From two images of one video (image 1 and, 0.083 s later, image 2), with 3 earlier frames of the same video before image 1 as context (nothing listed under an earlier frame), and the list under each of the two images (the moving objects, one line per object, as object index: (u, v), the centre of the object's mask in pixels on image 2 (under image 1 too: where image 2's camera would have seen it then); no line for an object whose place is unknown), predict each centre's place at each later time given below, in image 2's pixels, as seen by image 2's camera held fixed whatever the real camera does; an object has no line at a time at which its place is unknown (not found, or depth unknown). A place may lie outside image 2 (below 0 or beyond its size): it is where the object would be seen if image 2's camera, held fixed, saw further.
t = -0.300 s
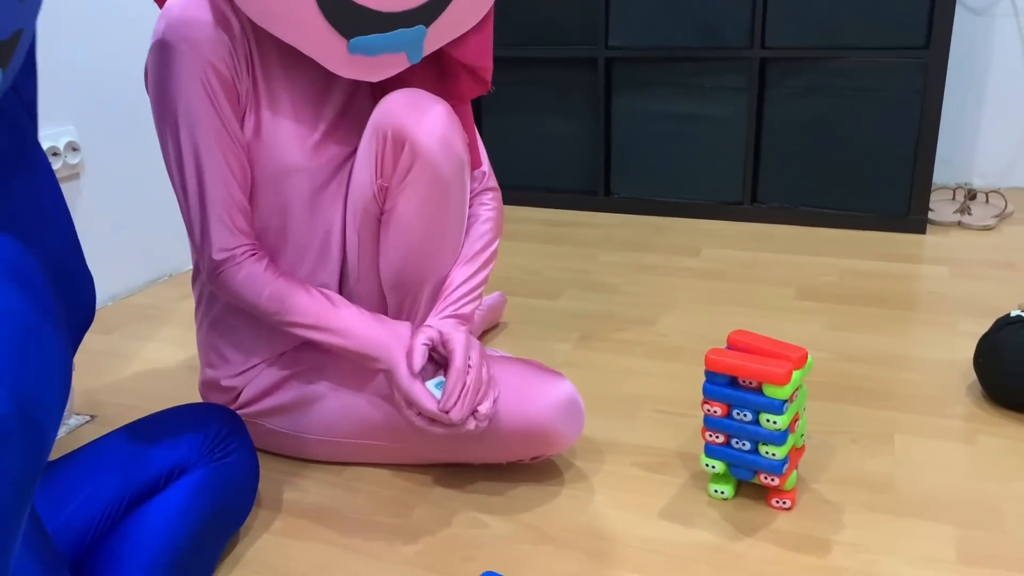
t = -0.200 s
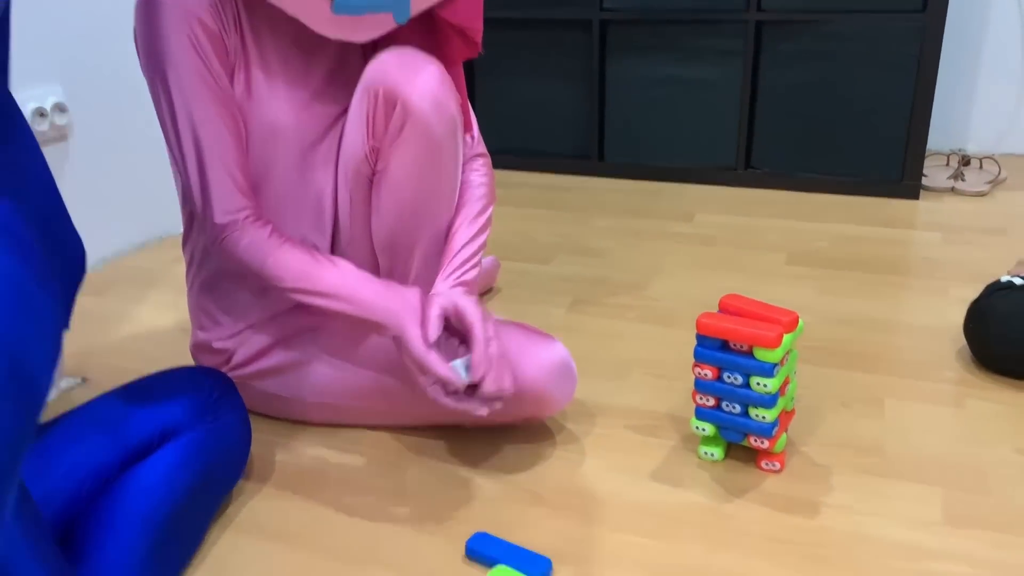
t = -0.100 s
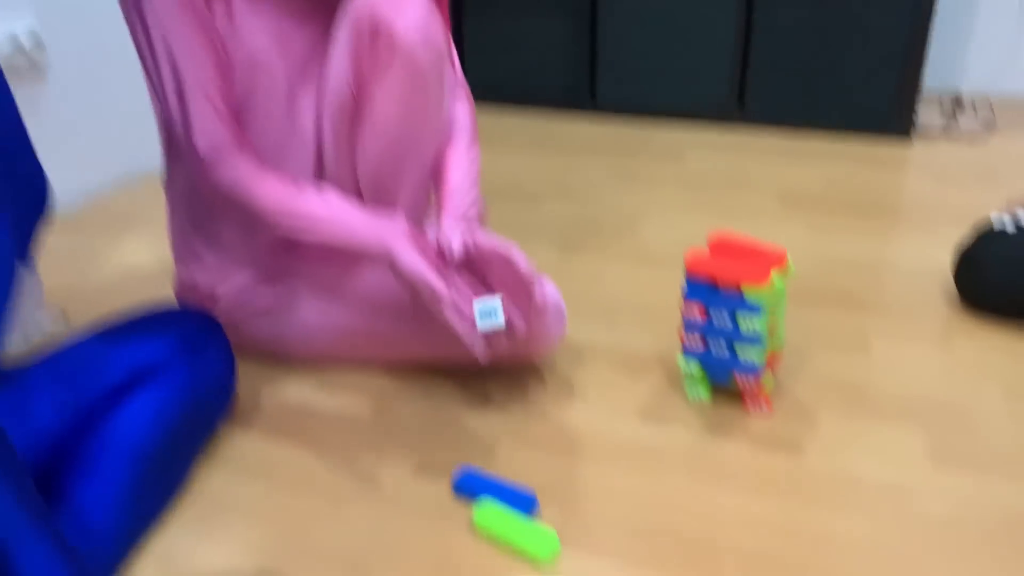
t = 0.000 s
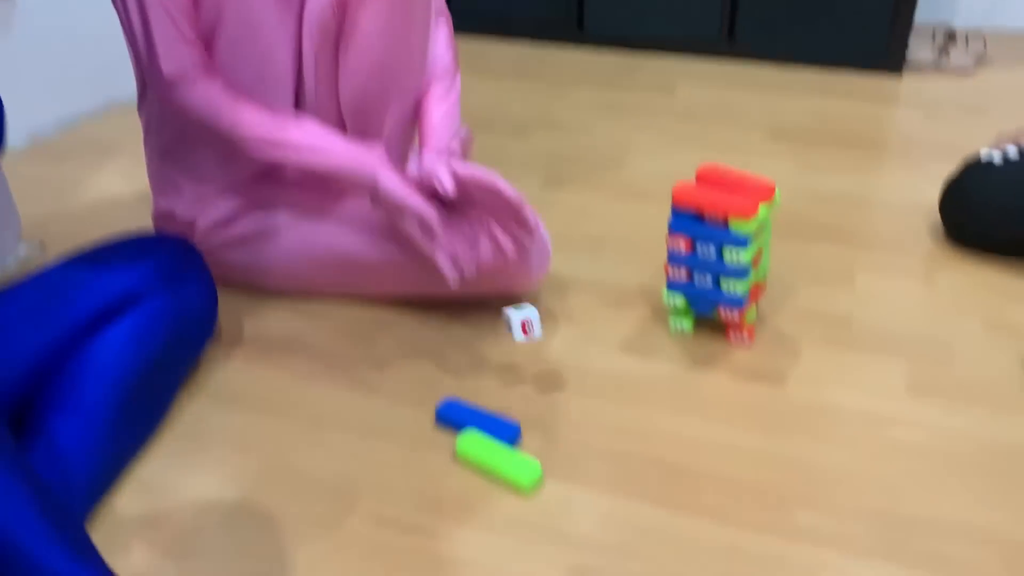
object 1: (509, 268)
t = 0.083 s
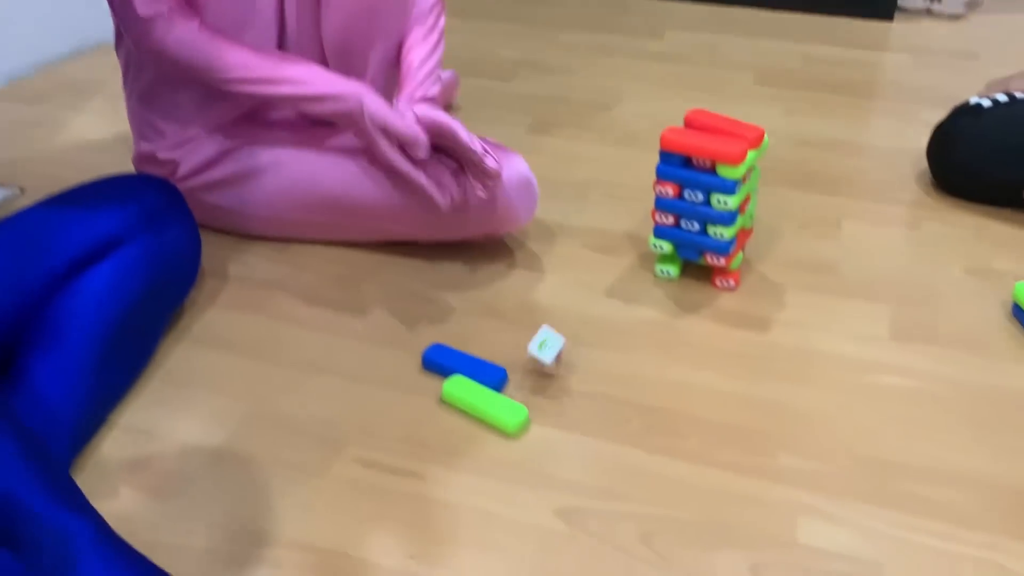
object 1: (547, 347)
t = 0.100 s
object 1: (553, 342)
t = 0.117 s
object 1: (561, 339)
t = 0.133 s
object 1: (568, 337)
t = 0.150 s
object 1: (574, 338)
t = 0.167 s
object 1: (581, 341)
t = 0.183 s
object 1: (588, 346)
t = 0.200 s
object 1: (595, 355)
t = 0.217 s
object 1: (603, 367)
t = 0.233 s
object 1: (610, 381)
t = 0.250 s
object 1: (617, 395)
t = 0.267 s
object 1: (624, 413)
